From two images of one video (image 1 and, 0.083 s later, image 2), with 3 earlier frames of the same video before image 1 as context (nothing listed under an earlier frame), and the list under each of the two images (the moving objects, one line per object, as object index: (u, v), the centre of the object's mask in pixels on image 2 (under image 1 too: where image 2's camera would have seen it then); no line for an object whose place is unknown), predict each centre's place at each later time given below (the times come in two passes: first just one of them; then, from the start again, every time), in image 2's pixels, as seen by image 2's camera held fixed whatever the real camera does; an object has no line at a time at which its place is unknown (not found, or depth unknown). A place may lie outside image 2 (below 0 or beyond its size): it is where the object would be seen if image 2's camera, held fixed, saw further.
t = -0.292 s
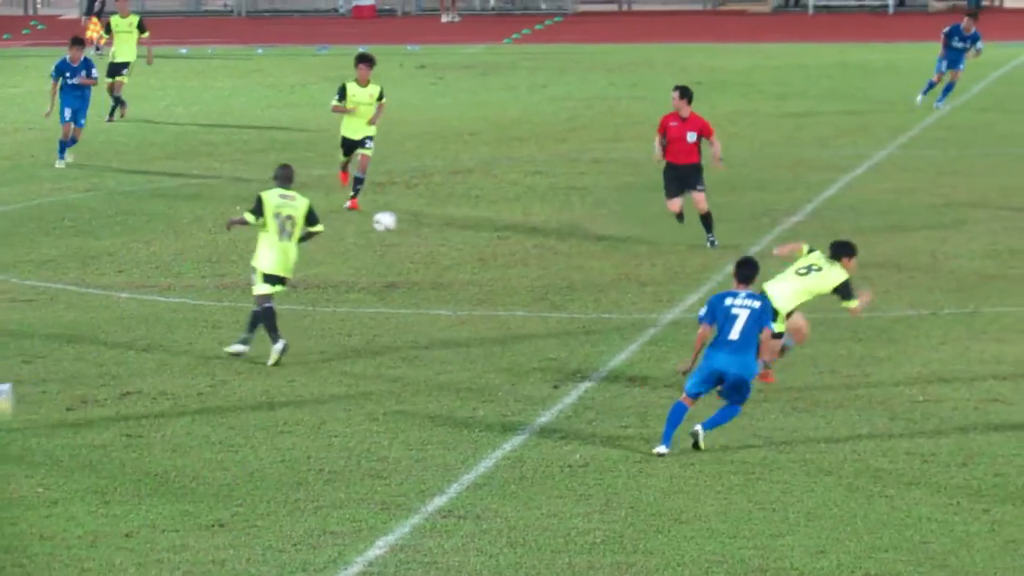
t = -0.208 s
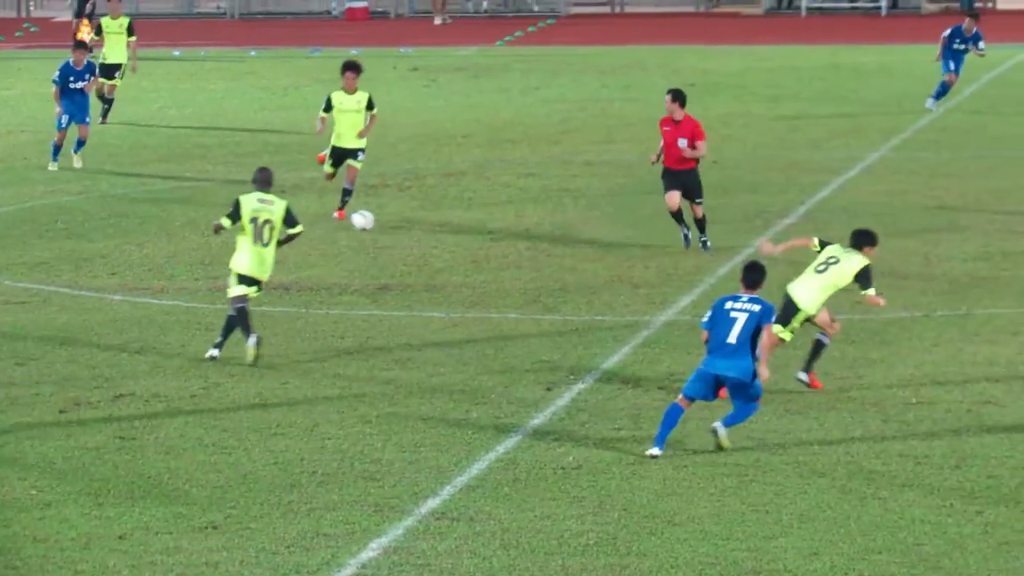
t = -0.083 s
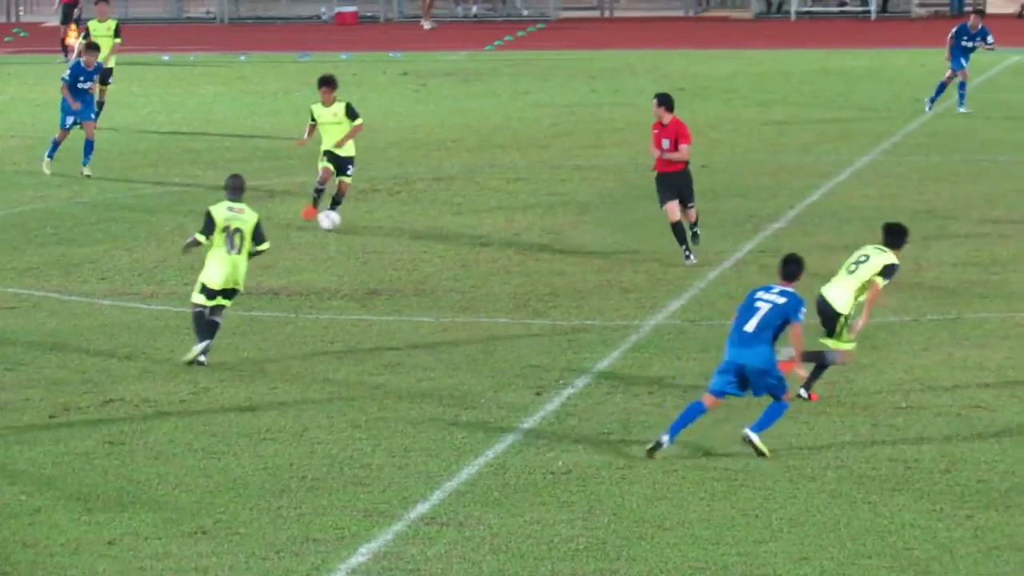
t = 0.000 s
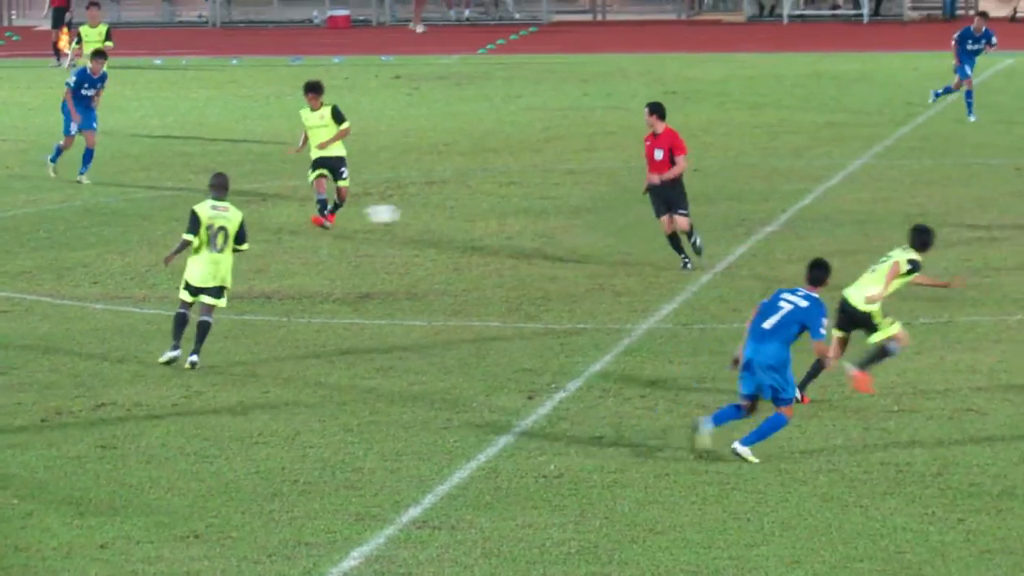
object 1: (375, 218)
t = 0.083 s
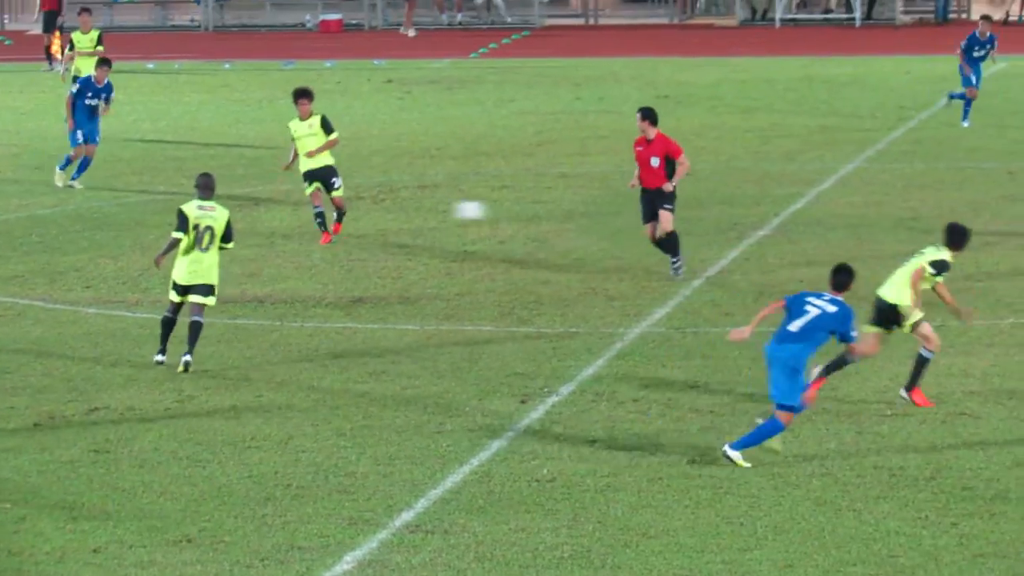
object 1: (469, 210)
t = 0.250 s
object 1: (680, 214)
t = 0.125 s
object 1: (518, 209)
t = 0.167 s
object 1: (568, 209)
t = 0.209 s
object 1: (616, 210)
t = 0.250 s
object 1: (680, 214)
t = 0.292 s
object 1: (722, 218)
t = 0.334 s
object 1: (780, 225)
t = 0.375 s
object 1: (833, 233)
